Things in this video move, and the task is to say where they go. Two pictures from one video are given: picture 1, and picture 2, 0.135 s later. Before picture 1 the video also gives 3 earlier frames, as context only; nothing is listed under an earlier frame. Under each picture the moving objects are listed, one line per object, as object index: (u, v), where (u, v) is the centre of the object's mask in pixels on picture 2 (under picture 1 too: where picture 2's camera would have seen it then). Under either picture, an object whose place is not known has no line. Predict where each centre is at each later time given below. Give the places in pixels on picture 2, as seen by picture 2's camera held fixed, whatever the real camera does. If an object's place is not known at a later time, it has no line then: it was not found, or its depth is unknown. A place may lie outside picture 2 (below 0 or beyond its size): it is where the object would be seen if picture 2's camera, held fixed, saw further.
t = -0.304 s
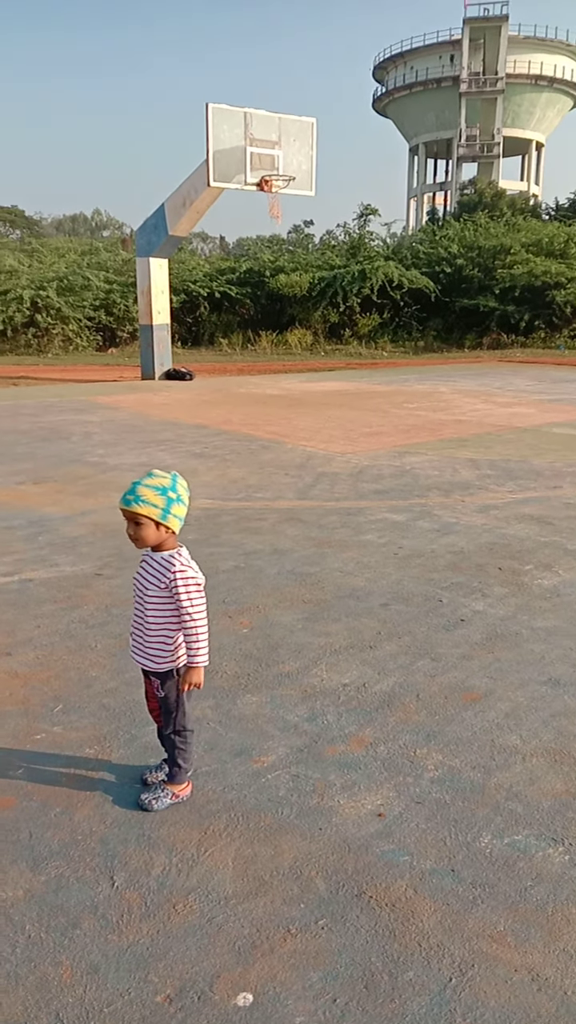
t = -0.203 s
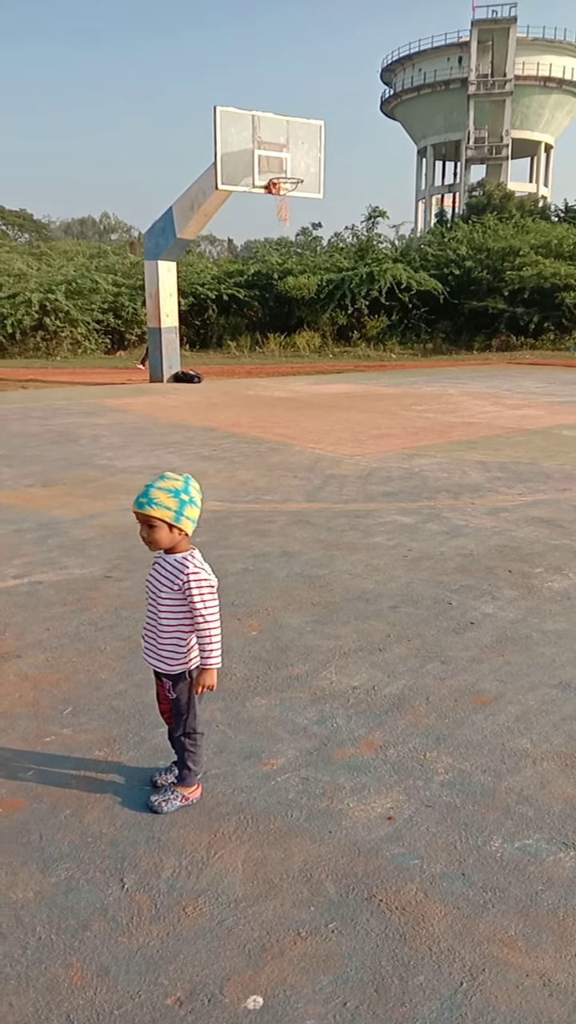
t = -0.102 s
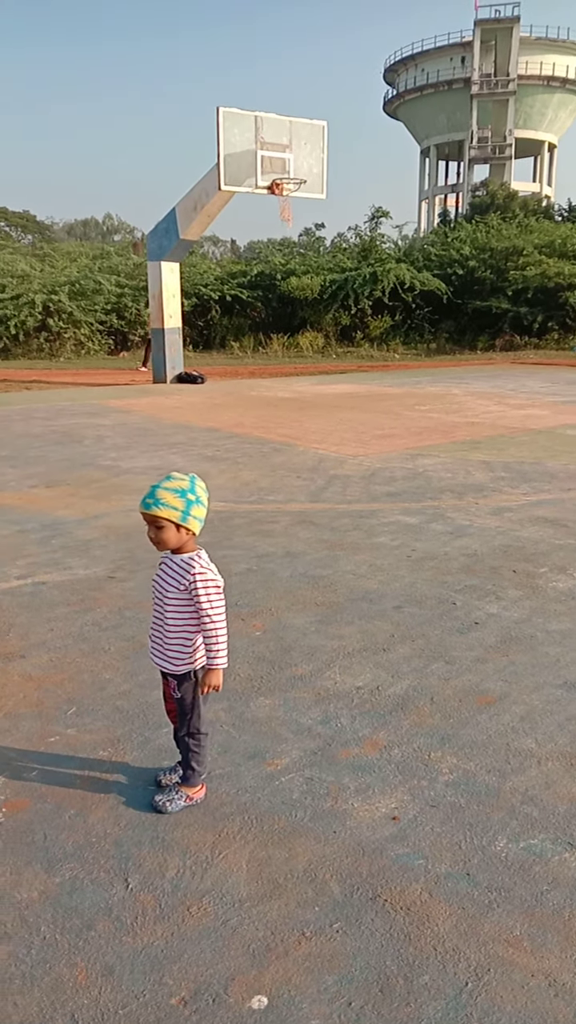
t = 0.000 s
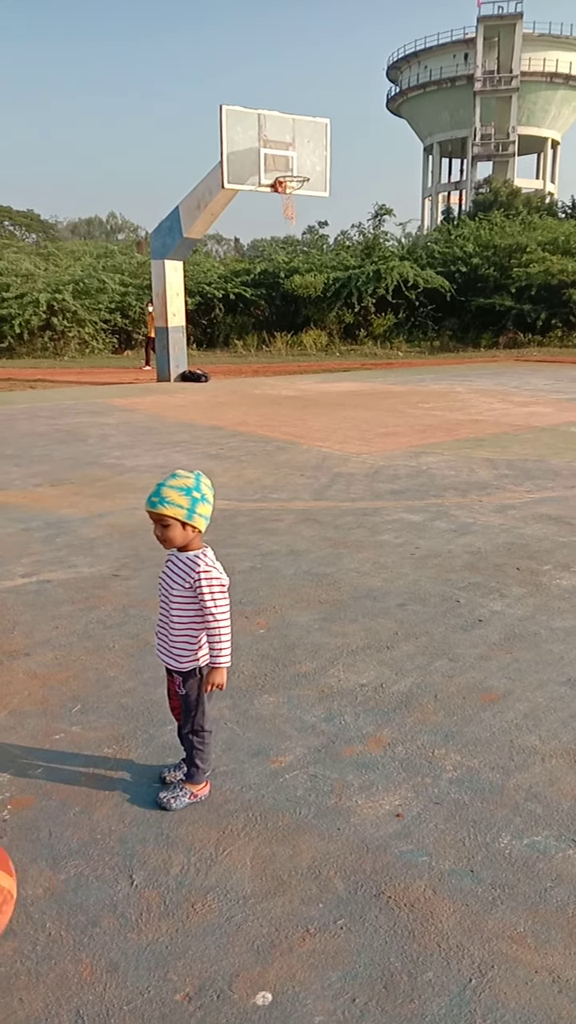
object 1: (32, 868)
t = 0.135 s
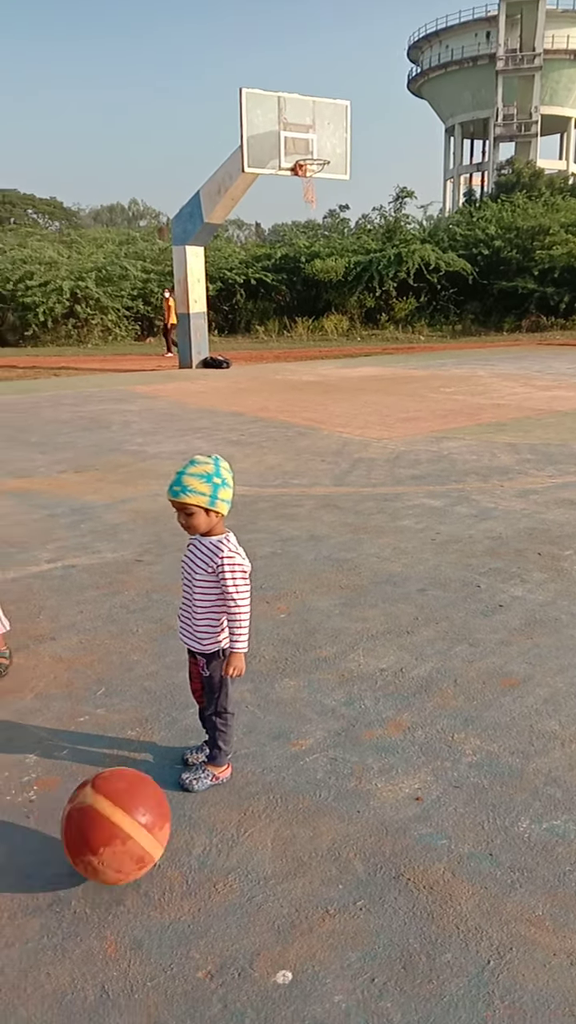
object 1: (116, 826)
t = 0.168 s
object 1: (145, 814)
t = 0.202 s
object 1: (173, 807)
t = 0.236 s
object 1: (202, 803)
